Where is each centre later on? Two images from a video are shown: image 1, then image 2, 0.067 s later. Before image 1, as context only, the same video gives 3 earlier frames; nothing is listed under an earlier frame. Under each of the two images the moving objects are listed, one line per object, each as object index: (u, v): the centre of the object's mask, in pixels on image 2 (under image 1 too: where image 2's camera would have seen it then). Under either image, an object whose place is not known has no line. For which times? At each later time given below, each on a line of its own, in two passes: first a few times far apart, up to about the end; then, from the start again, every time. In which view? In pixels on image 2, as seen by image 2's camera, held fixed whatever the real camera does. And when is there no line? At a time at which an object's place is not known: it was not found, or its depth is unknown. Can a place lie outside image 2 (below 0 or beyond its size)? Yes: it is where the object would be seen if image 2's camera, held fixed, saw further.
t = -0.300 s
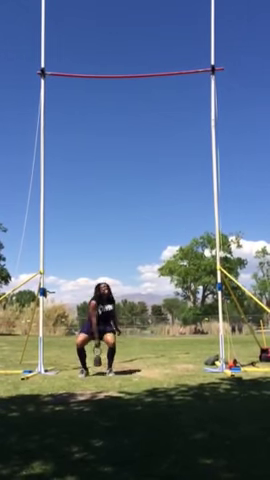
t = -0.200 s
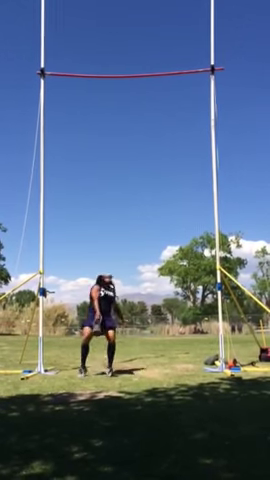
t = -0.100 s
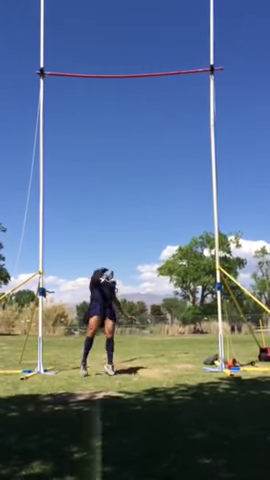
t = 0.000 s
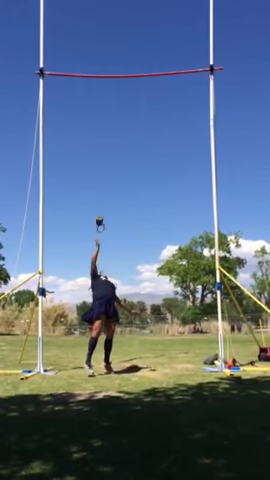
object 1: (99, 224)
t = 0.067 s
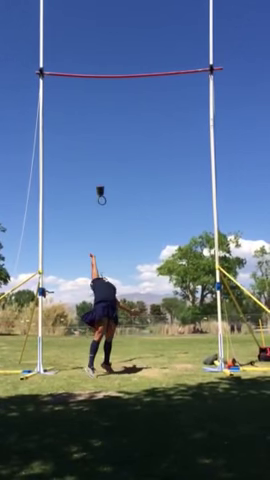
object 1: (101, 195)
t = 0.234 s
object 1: (102, 131)
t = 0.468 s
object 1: (106, 77)
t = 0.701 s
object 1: (109, 59)
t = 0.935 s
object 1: (113, 66)
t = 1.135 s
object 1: (117, 91)
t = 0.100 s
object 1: (101, 181)
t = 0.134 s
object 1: (101, 168)
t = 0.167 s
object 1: (101, 154)
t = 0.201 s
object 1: (102, 142)
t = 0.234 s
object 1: (102, 131)
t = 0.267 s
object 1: (102, 122)
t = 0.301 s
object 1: (103, 113)
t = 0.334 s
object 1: (104, 105)
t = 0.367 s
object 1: (104, 95)
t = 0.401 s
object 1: (105, 89)
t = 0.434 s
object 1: (106, 83)
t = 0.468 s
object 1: (106, 77)
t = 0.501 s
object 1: (106, 74)
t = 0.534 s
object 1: (107, 71)
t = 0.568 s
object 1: (108, 68)
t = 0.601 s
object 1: (108, 65)
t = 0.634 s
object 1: (108, 62)
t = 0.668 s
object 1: (109, 61)
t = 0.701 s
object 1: (109, 59)
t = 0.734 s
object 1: (110, 58)
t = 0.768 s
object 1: (111, 59)
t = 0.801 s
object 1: (111, 60)
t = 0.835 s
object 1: (112, 61)
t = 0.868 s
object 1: (113, 63)
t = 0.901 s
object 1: (113, 64)
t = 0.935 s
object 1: (113, 66)
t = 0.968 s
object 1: (113, 68)
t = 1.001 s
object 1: (114, 72)
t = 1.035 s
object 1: (115, 76)
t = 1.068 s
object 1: (116, 80)
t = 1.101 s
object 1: (116, 86)
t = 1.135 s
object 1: (117, 91)
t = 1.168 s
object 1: (117, 97)
